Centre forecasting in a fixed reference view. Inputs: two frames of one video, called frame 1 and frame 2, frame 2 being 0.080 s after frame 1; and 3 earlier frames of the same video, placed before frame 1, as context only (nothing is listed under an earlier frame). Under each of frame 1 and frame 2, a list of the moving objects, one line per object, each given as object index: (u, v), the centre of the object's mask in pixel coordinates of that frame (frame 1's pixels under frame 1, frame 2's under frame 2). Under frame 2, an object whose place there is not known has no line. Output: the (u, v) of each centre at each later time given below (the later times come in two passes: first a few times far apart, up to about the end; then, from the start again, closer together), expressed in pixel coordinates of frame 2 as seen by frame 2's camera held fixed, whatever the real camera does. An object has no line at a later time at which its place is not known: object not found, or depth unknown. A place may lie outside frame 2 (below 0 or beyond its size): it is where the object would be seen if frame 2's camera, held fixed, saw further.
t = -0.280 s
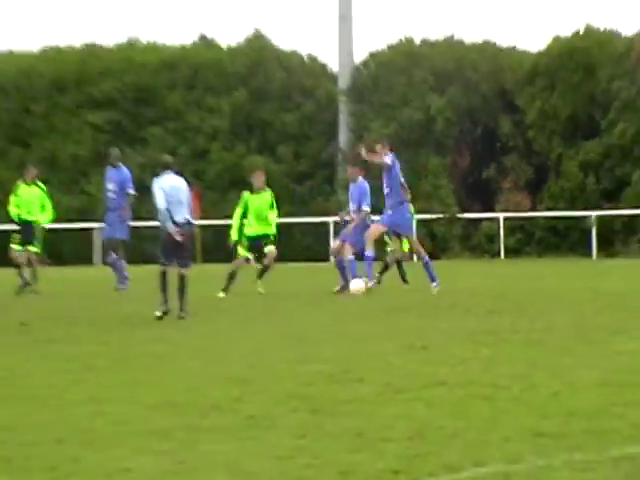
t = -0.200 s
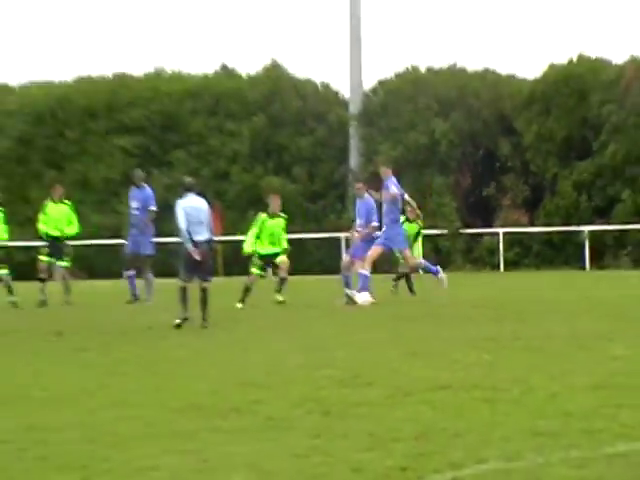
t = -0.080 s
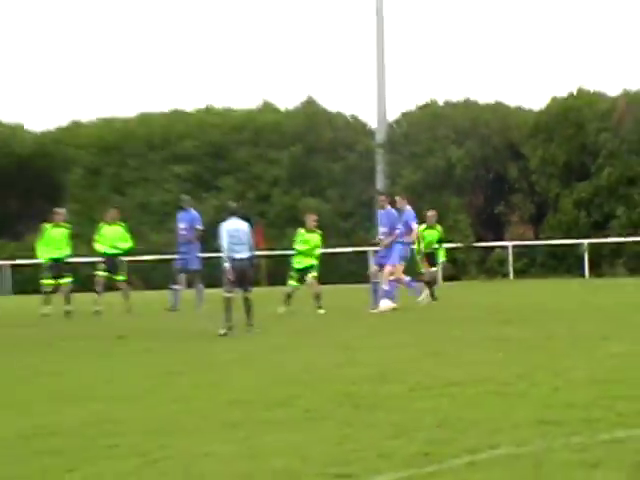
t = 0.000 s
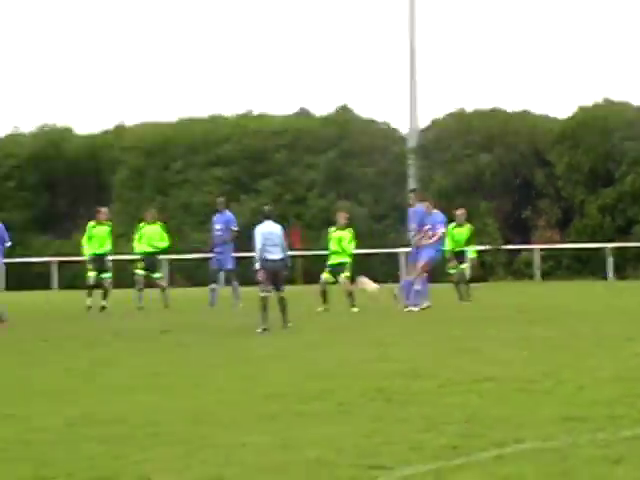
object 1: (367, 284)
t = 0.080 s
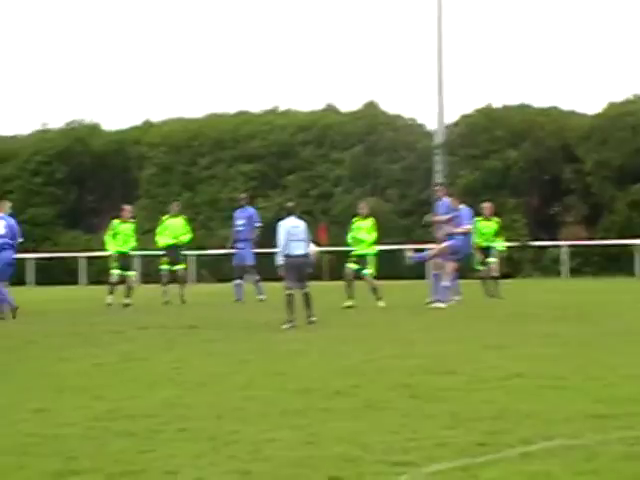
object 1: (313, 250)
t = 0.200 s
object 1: (188, 208)
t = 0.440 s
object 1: (-39, 155)
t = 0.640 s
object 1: (-216, 138)
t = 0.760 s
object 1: (-317, 139)
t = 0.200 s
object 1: (188, 208)
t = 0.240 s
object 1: (148, 197)
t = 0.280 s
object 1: (110, 186)
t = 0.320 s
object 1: (72, 177)
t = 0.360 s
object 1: (36, 168)
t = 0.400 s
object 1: (-2, 161)
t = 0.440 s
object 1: (-39, 155)
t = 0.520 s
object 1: (-112, 146)
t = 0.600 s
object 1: (-183, 139)
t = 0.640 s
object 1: (-216, 138)
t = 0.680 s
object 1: (-251, 138)
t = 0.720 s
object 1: (-285, 139)
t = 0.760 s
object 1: (-317, 139)
